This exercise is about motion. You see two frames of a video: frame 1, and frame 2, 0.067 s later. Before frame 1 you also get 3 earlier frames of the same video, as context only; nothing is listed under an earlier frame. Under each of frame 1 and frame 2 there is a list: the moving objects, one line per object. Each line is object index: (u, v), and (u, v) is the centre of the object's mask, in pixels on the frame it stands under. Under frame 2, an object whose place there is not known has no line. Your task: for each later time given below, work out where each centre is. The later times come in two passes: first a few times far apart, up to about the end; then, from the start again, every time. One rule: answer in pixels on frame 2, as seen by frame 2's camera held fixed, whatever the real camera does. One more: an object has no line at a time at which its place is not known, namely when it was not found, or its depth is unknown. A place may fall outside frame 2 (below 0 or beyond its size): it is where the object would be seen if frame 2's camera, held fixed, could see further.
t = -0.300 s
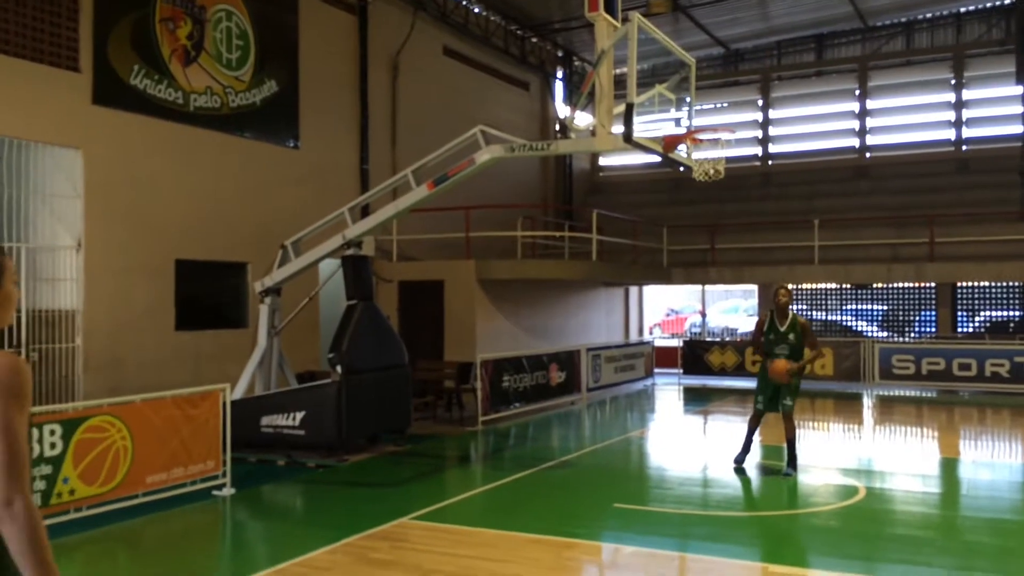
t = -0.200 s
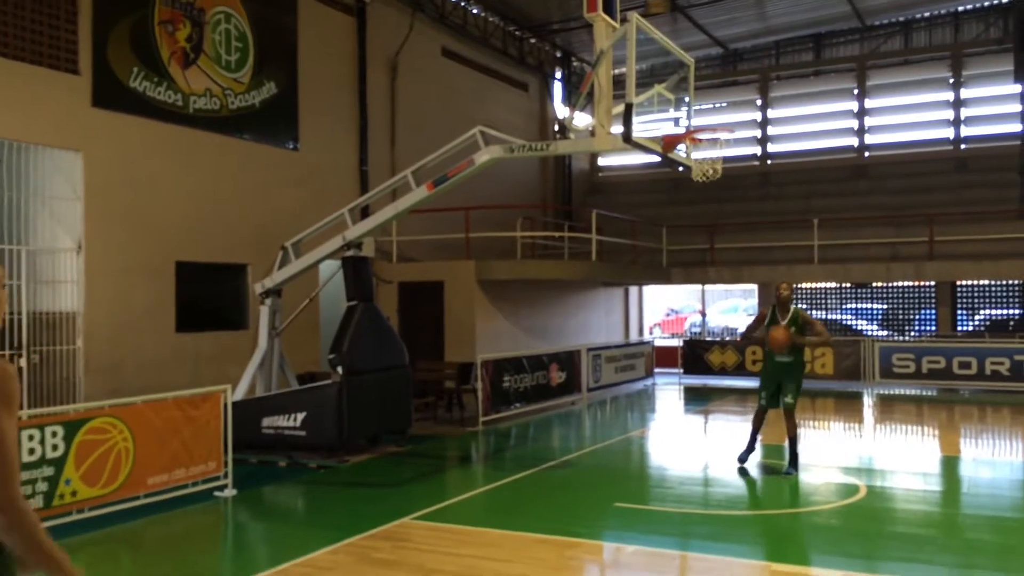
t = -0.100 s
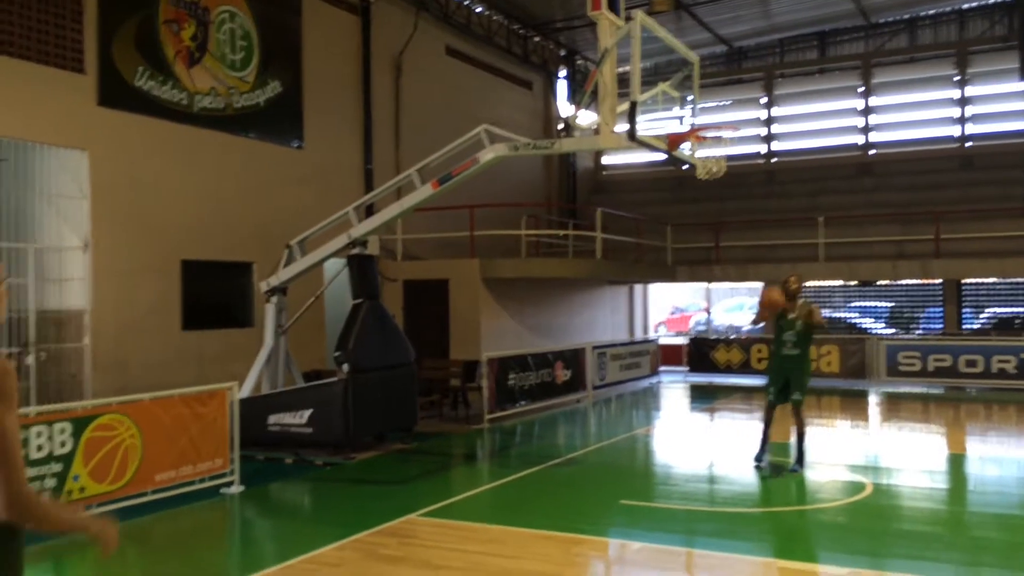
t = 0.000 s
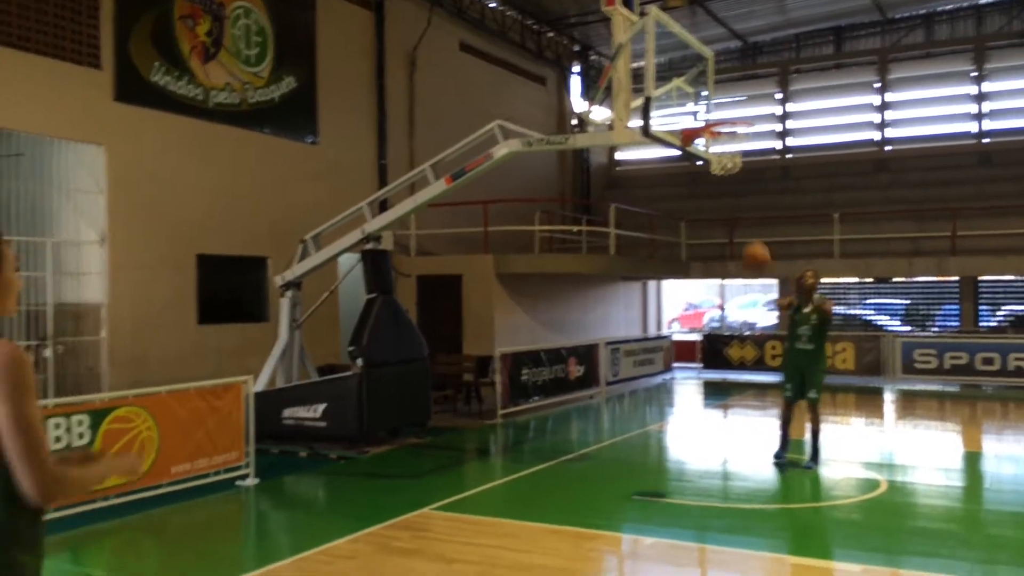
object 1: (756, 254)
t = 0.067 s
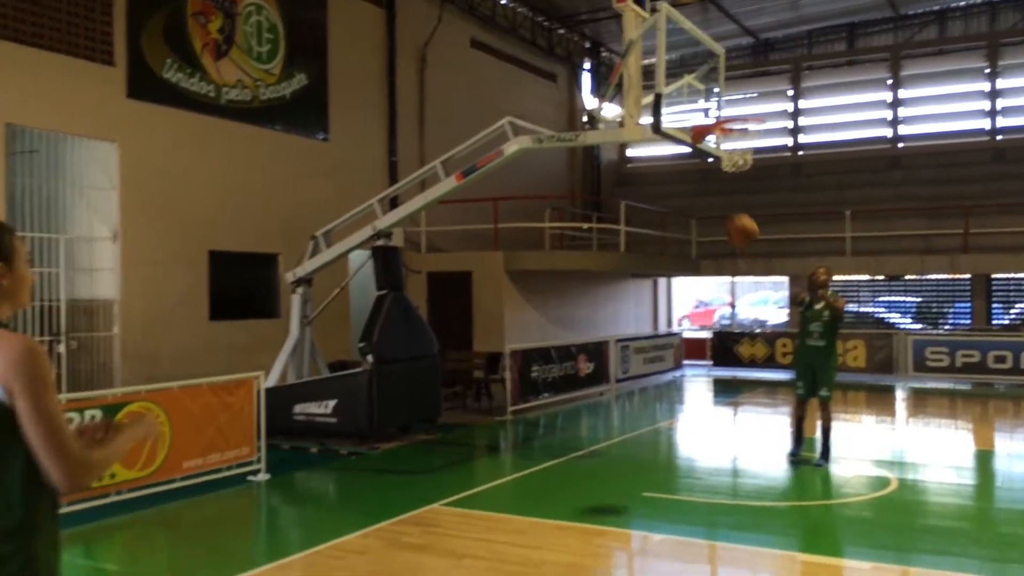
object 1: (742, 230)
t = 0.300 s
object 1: (629, 177)
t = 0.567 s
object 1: (396, 222)
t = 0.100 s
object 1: (729, 219)
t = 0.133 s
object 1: (714, 210)
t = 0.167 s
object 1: (699, 201)
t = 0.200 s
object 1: (684, 193)
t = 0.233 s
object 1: (667, 186)
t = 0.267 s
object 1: (648, 181)
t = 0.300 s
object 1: (629, 177)
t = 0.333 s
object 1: (608, 174)
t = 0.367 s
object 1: (587, 173)
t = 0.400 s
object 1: (563, 175)
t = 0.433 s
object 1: (536, 177)
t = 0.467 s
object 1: (506, 183)
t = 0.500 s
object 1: (473, 193)
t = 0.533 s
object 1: (436, 206)
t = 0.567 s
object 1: (396, 222)
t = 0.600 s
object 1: (353, 240)
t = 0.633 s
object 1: (296, 269)
